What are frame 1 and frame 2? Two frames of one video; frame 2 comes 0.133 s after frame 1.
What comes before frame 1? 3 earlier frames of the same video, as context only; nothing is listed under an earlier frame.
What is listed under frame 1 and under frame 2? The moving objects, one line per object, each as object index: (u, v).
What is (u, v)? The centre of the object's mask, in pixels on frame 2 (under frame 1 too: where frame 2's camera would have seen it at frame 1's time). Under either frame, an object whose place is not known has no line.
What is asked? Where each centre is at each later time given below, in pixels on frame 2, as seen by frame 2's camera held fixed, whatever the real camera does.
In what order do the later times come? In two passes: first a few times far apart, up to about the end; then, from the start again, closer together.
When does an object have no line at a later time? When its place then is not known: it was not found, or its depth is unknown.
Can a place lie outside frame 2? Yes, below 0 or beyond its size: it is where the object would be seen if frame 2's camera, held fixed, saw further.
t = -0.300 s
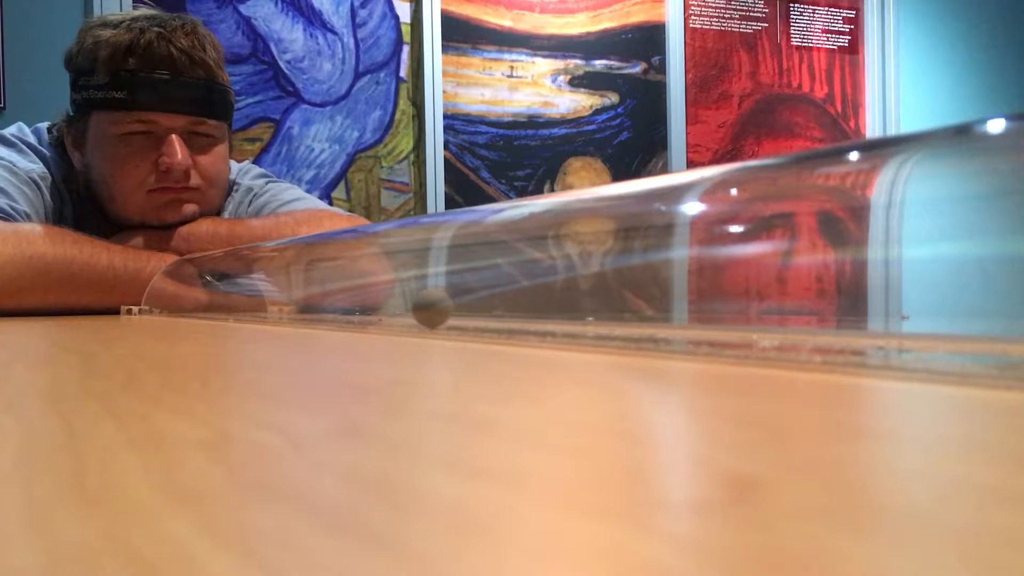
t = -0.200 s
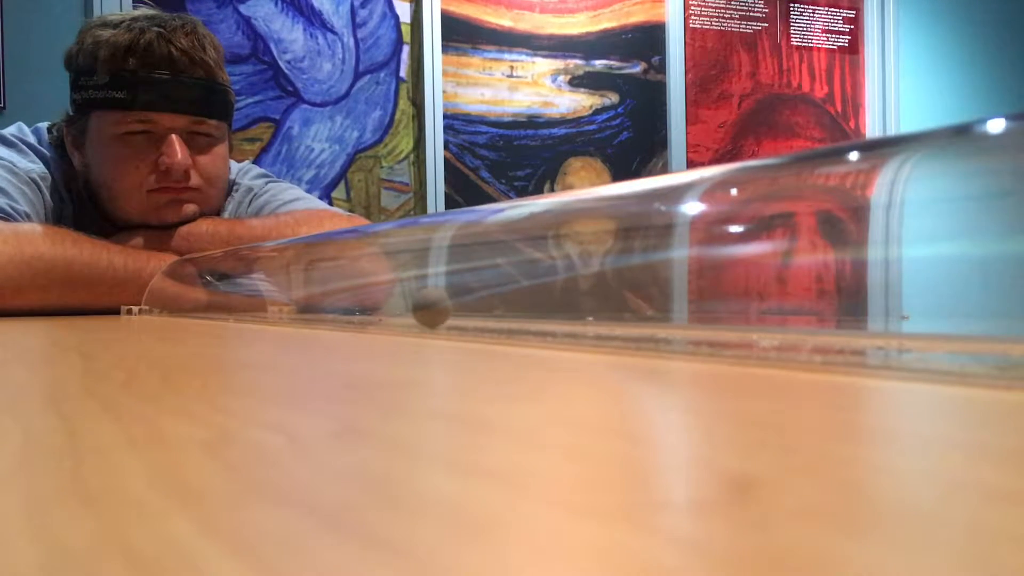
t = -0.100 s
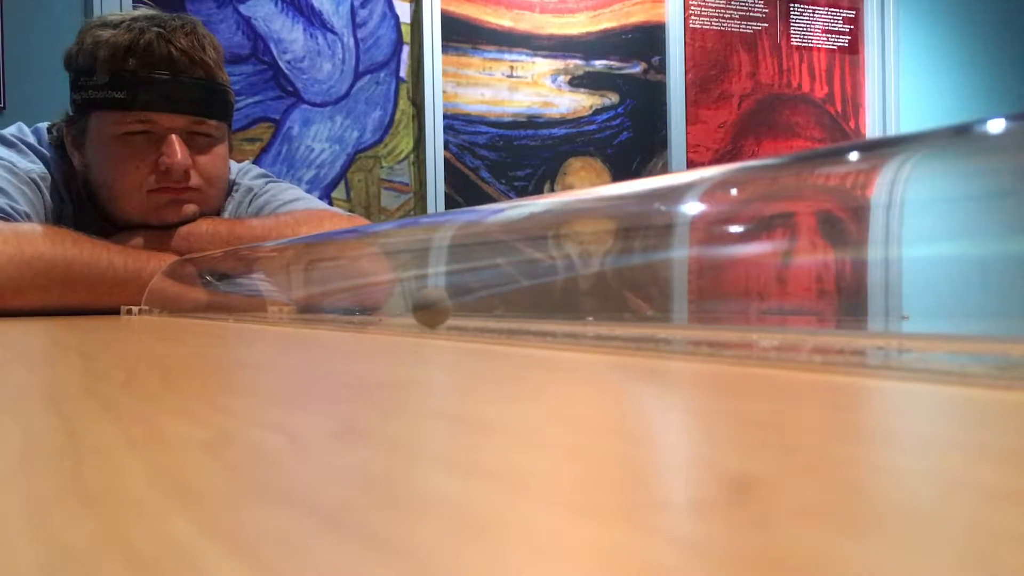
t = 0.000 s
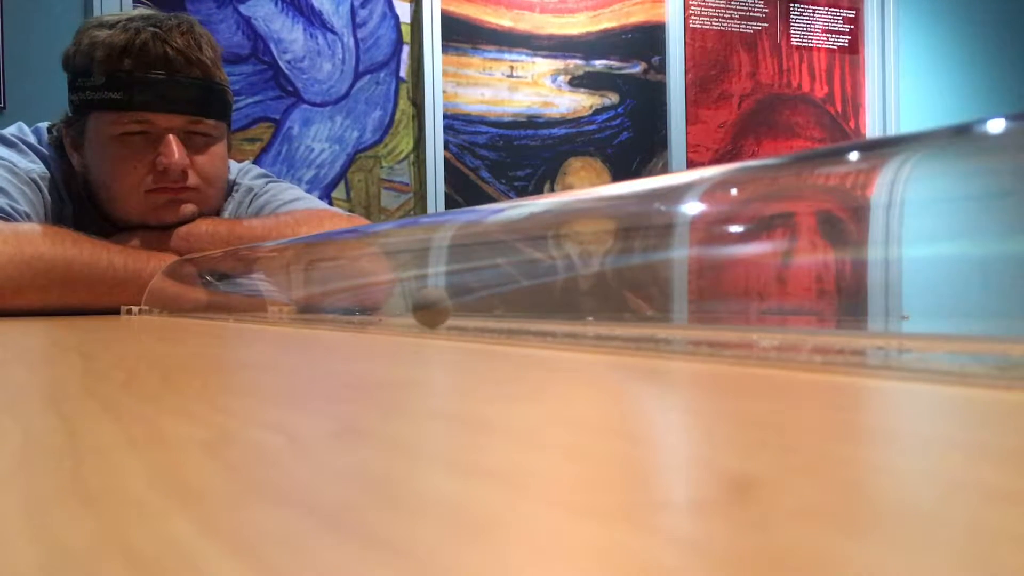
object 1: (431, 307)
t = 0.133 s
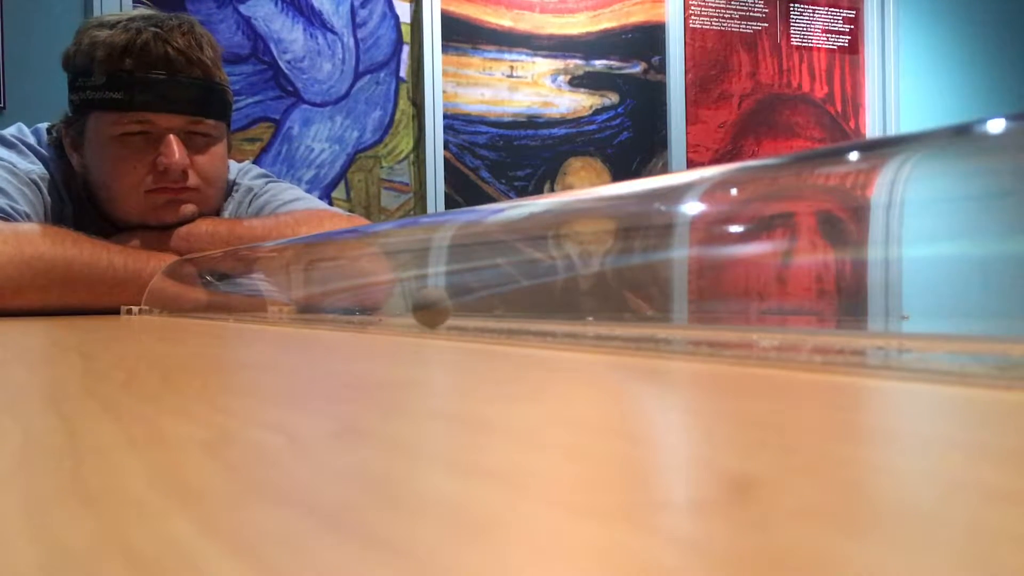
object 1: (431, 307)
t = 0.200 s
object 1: (431, 307)
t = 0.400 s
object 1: (431, 307)
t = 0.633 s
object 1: (435, 307)
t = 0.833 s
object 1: (439, 307)
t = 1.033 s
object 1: (444, 307)
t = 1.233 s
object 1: (448, 306)
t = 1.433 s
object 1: (452, 308)
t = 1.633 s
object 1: (454, 308)
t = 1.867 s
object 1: (453, 307)
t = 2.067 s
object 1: (453, 308)
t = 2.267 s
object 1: (451, 308)
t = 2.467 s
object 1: (447, 307)
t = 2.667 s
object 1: (445, 308)
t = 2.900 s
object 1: (445, 308)
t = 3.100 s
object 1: (444, 307)
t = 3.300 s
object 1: (445, 307)
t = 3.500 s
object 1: (446, 307)
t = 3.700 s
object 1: (448, 307)
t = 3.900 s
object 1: (453, 308)
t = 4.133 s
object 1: (459, 308)
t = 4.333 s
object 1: (464, 307)
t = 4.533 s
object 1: (469, 308)
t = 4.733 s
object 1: (475, 308)
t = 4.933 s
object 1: (478, 308)
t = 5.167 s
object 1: (481, 308)
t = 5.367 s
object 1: (482, 308)
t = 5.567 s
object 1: (485, 309)
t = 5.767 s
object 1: (487, 308)
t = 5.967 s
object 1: (491, 308)
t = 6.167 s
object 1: (495, 308)
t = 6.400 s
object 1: (498, 309)
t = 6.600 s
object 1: (502, 309)
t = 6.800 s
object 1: (506, 309)
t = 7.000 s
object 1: (515, 309)
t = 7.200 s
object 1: (524, 309)
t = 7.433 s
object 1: (540, 309)
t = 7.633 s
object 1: (554, 309)
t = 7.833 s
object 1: (565, 310)
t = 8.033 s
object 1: (577, 310)
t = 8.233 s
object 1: (583, 310)
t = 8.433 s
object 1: (591, 310)
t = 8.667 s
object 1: (601, 311)
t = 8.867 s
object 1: (608, 311)
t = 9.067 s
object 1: (616, 311)
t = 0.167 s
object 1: (431, 307)
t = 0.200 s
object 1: (431, 307)
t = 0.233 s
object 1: (431, 307)
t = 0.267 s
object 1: (431, 307)
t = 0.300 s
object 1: (431, 307)
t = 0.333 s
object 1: (431, 307)
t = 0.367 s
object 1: (431, 307)
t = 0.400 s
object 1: (431, 307)
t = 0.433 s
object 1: (432, 307)
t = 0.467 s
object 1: (432, 307)
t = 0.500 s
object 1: (432, 308)
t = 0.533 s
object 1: (433, 307)
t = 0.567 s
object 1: (433, 307)
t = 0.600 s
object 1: (434, 307)
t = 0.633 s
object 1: (435, 307)
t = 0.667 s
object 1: (435, 307)
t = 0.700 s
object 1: (436, 307)
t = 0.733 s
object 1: (437, 307)
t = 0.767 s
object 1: (439, 308)
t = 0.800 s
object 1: (439, 307)
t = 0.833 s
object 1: (439, 307)
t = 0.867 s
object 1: (440, 307)
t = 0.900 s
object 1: (440, 307)
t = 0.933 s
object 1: (441, 307)
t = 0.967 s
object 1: (442, 307)
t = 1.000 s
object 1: (443, 307)
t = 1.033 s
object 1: (444, 307)
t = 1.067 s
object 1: (444, 307)
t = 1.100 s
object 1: (444, 307)
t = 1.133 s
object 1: (446, 307)
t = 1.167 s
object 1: (446, 307)
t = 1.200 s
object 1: (447, 307)
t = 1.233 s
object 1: (448, 306)
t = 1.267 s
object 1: (449, 307)
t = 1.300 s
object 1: (449, 307)
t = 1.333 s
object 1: (450, 307)
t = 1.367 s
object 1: (451, 308)
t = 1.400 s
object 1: (452, 308)
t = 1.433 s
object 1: (452, 308)
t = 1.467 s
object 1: (452, 308)
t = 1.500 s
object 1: (453, 308)
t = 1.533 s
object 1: (453, 308)
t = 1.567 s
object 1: (453, 307)
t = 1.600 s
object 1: (453, 307)
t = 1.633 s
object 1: (454, 308)
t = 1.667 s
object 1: (453, 307)
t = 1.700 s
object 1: (454, 308)
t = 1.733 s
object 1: (453, 307)
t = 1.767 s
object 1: (454, 308)
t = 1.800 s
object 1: (454, 308)
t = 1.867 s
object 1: (453, 307)
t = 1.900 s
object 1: (454, 307)
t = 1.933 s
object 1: (454, 307)
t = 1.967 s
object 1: (454, 307)
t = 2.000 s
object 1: (454, 307)
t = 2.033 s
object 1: (454, 307)
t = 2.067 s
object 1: (453, 308)
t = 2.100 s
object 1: (453, 308)
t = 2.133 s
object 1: (452, 308)
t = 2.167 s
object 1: (452, 308)
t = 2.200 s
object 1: (452, 308)
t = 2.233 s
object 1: (451, 308)
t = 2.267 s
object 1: (451, 308)
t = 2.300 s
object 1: (451, 308)
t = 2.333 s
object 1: (450, 308)
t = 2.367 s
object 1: (449, 308)
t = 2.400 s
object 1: (448, 308)
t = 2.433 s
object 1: (447, 307)
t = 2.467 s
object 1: (447, 307)
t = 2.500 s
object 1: (447, 308)
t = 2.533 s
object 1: (446, 307)
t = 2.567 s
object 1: (446, 308)
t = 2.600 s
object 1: (446, 308)
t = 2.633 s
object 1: (446, 308)
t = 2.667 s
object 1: (445, 308)
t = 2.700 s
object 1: (445, 307)
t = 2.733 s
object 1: (445, 307)
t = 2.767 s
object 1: (445, 307)
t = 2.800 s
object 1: (445, 307)
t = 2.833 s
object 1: (445, 307)
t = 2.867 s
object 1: (445, 308)
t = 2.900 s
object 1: (445, 308)
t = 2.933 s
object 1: (445, 308)
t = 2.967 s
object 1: (444, 307)
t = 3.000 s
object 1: (445, 307)
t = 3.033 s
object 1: (444, 307)
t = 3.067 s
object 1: (444, 307)
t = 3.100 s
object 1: (444, 307)
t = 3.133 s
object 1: (444, 307)
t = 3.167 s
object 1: (444, 307)
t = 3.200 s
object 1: (444, 307)
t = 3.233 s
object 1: (444, 307)
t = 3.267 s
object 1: (445, 307)
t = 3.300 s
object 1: (445, 307)
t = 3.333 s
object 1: (445, 307)
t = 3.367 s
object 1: (445, 307)
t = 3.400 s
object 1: (445, 307)
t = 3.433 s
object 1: (445, 307)
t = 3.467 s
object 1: (445, 307)
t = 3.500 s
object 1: (446, 307)
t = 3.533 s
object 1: (446, 307)
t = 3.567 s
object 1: (447, 307)
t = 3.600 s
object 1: (448, 308)
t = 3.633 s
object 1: (448, 307)
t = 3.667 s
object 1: (448, 307)
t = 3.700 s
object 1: (448, 307)
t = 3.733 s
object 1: (449, 307)
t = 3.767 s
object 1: (452, 307)
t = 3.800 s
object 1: (452, 307)
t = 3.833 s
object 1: (452, 308)
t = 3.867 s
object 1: (452, 308)
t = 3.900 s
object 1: (453, 308)
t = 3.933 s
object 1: (454, 307)
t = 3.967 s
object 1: (455, 307)
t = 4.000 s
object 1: (456, 307)
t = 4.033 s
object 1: (458, 308)
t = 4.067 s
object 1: (458, 308)
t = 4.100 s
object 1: (458, 308)
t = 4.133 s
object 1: (459, 308)
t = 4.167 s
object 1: (461, 308)
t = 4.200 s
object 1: (462, 307)
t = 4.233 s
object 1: (464, 307)
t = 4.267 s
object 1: (464, 307)
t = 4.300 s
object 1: (464, 307)
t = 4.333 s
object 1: (464, 307)
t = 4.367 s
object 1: (466, 307)
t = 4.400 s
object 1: (468, 308)
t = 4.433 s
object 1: (470, 308)
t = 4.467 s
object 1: (470, 308)
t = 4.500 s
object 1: (469, 308)
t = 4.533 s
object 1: (469, 308)
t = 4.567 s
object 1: (471, 308)
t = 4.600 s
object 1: (471, 308)
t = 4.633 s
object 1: (472, 308)
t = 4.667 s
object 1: (472, 308)
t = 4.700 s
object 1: (473, 308)
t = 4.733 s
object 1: (475, 308)
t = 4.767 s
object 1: (476, 308)
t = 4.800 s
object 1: (476, 308)
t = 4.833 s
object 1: (477, 308)
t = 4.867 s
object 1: (478, 308)
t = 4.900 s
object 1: (478, 308)
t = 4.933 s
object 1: (478, 308)
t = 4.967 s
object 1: (479, 308)
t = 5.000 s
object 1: (479, 308)
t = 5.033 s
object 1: (479, 308)
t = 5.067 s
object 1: (479, 308)
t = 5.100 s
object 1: (480, 308)
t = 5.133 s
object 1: (480, 308)
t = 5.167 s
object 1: (481, 308)
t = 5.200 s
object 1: (481, 308)
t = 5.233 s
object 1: (482, 308)
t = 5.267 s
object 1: (481, 308)
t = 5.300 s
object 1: (481, 308)
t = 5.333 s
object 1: (481, 308)
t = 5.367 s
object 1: (482, 308)
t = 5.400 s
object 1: (482, 308)
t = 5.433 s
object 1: (482, 308)
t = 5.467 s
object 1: (482, 308)
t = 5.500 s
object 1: (483, 308)
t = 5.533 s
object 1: (484, 308)
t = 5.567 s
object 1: (485, 309)
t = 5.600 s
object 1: (484, 308)
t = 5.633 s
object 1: (486, 308)
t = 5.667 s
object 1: (486, 308)
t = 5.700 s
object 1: (486, 308)
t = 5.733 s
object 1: (487, 308)
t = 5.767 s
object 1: (487, 308)
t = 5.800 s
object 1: (487, 308)
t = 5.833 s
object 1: (488, 308)
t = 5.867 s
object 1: (488, 308)
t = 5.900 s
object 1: (488, 308)
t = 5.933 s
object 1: (489, 308)
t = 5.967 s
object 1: (491, 308)
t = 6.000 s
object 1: (491, 308)
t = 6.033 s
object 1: (492, 308)
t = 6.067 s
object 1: (493, 308)
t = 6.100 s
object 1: (492, 308)
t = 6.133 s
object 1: (493, 308)
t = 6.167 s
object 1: (495, 308)
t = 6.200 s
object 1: (496, 308)
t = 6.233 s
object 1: (497, 309)
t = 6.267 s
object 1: (497, 309)
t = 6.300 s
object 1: (497, 309)
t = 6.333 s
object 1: (498, 309)
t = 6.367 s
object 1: (498, 308)
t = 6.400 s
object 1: (498, 309)
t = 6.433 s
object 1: (499, 309)
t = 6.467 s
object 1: (500, 309)
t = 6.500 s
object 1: (500, 309)
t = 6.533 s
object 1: (500, 309)
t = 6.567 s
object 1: (501, 309)
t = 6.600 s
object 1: (502, 309)
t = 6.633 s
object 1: (502, 309)
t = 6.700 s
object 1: (503, 309)
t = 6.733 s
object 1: (503, 309)
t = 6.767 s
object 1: (505, 309)
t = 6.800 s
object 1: (506, 309)
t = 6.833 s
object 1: (508, 309)
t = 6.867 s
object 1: (508, 308)
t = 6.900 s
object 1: (509, 308)
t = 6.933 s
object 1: (509, 309)
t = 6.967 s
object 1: (512, 309)
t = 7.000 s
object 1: (515, 309)
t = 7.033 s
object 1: (518, 309)
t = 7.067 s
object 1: (518, 309)
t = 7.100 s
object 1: (519, 309)
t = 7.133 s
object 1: (519, 309)
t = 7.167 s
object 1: (522, 309)
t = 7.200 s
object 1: (524, 309)
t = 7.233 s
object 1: (527, 309)
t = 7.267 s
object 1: (528, 309)
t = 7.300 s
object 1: (529, 309)
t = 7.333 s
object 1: (531, 309)
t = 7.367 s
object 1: (535, 309)
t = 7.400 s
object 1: (537, 309)
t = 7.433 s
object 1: (540, 309)
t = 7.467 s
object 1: (541, 309)
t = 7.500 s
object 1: (542, 309)
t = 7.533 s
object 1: (543, 309)
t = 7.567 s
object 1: (548, 309)
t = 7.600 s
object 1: (550, 309)
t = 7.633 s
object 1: (554, 309)
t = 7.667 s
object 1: (555, 309)
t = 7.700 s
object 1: (557, 309)
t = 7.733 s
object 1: (558, 309)
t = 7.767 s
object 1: (561, 309)
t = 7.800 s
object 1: (562, 309)
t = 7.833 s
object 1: (565, 310)
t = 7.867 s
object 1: (566, 310)
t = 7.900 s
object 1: (570, 310)
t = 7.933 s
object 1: (571, 310)
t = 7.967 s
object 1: (573, 310)
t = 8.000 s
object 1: (574, 310)
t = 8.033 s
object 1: (577, 310)
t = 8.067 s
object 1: (577, 310)
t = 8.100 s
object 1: (578, 310)
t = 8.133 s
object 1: (578, 310)
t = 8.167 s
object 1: (581, 310)
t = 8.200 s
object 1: (581, 310)
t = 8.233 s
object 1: (583, 310)
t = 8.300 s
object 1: (586, 310)
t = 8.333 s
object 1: (587, 310)
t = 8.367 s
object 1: (589, 310)
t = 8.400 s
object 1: (591, 310)
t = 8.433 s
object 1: (591, 310)
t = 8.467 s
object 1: (592, 310)
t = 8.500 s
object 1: (596, 311)
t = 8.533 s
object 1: (598, 311)
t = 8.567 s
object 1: (601, 311)
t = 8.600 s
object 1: (601, 311)
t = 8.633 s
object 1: (601, 311)
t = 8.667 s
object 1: (601, 311)
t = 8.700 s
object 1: (604, 311)
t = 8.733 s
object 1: (605, 311)
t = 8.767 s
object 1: (606, 311)
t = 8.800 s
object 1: (606, 311)
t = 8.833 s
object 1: (607, 311)
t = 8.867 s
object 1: (608, 311)
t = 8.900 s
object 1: (610, 311)
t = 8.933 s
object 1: (611, 311)
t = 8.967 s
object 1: (612, 311)
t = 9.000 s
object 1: (612, 311)
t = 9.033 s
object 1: (614, 311)
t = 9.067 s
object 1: (616, 311)
